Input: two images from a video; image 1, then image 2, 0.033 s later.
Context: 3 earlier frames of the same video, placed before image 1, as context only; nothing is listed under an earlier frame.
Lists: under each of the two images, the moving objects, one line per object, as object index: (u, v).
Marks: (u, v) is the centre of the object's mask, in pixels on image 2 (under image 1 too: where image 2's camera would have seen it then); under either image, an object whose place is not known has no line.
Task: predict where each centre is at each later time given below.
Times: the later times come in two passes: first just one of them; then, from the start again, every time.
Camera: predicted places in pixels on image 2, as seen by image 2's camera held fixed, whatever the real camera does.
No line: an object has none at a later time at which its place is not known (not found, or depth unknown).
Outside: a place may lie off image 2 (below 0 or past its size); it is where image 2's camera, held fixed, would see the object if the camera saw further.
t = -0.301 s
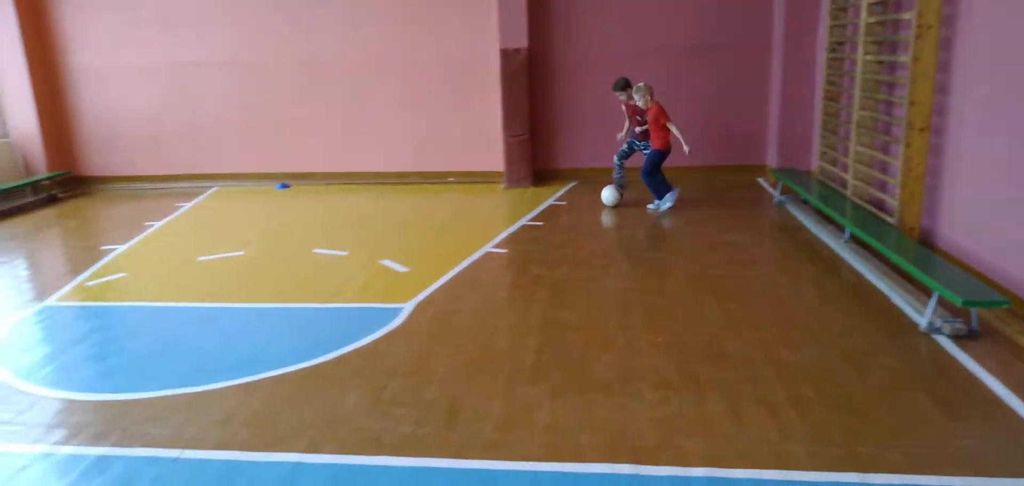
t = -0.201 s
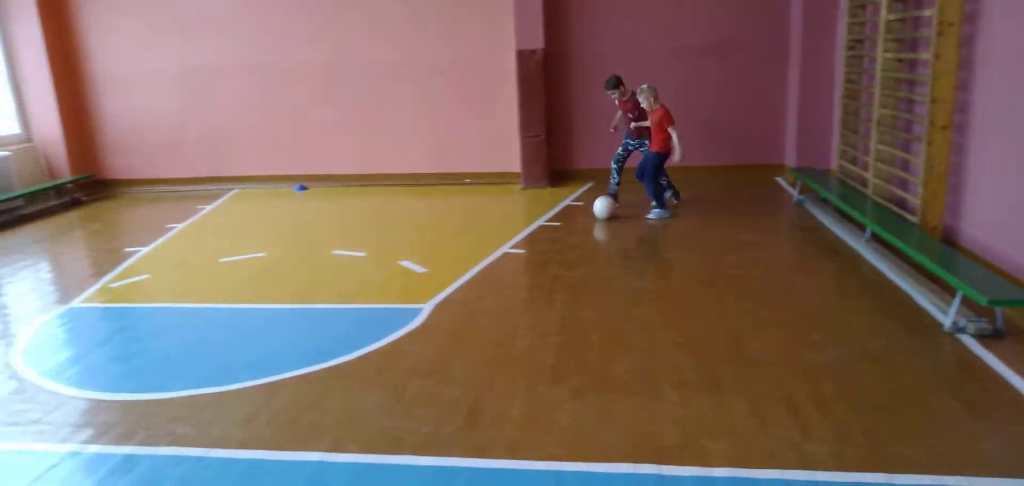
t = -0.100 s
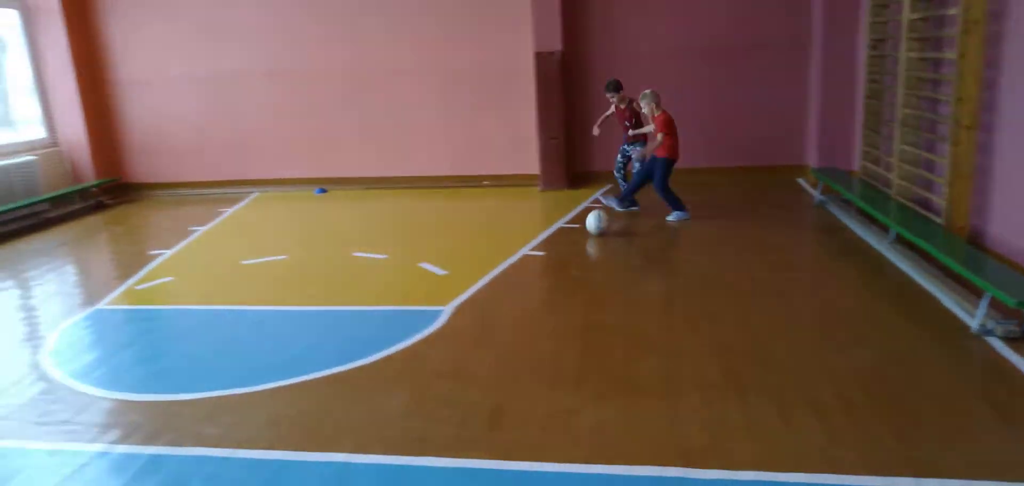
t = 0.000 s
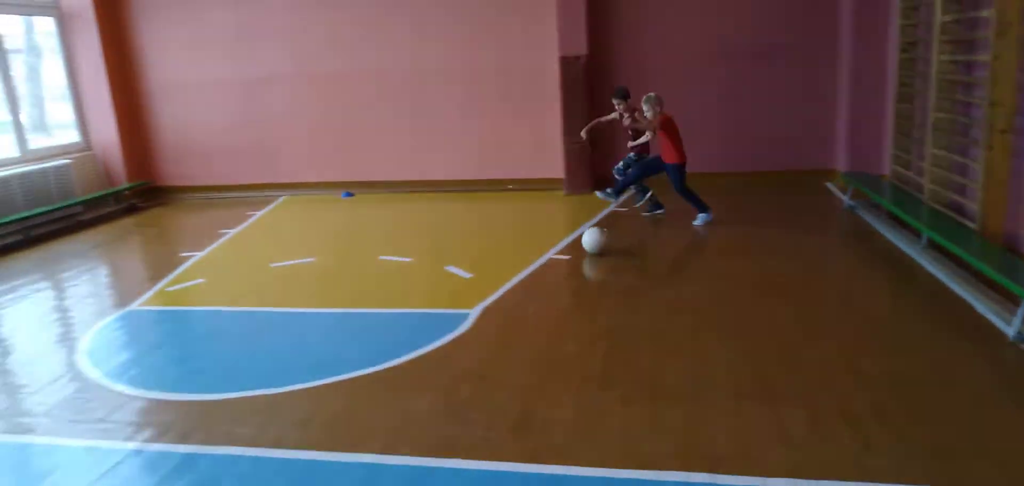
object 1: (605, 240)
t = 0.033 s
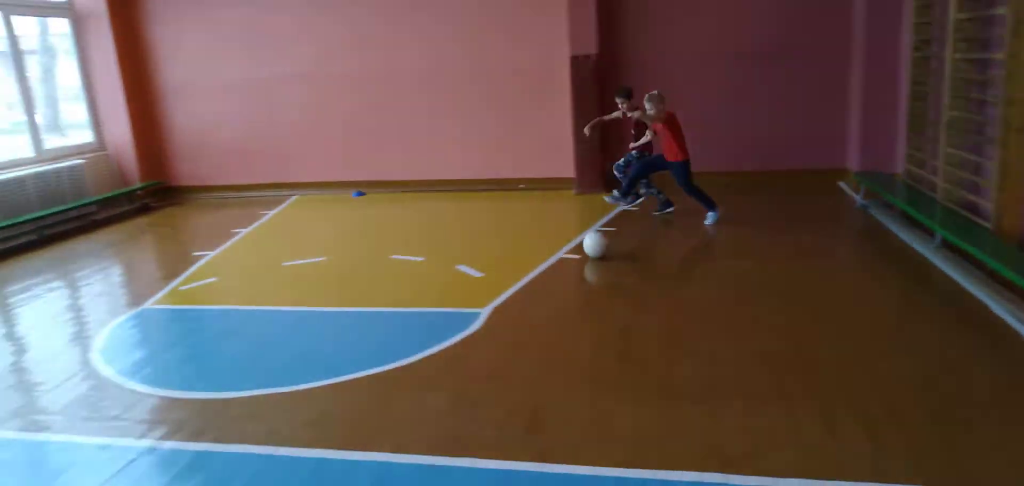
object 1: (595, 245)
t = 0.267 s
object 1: (526, 276)
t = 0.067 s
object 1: (586, 249)
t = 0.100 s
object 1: (575, 254)
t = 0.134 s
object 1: (565, 259)
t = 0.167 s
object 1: (555, 262)
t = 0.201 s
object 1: (546, 268)
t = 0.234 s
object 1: (535, 272)
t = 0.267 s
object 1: (526, 276)
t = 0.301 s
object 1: (515, 282)
